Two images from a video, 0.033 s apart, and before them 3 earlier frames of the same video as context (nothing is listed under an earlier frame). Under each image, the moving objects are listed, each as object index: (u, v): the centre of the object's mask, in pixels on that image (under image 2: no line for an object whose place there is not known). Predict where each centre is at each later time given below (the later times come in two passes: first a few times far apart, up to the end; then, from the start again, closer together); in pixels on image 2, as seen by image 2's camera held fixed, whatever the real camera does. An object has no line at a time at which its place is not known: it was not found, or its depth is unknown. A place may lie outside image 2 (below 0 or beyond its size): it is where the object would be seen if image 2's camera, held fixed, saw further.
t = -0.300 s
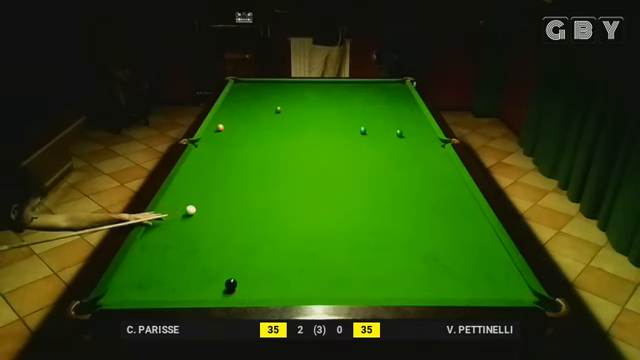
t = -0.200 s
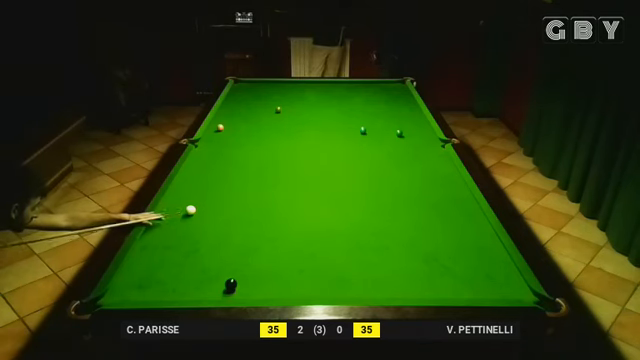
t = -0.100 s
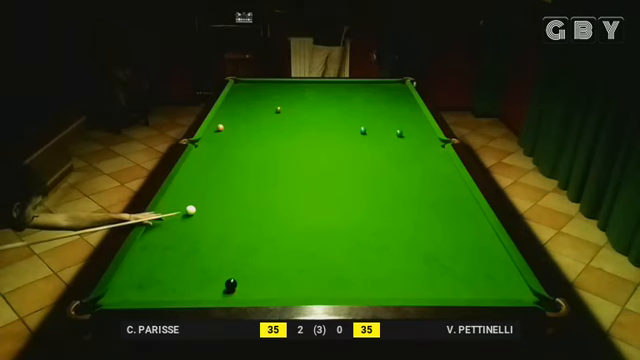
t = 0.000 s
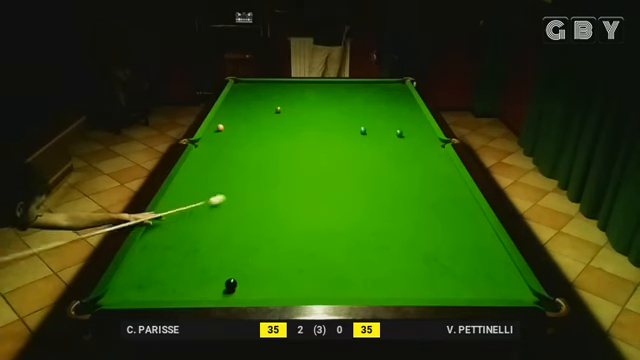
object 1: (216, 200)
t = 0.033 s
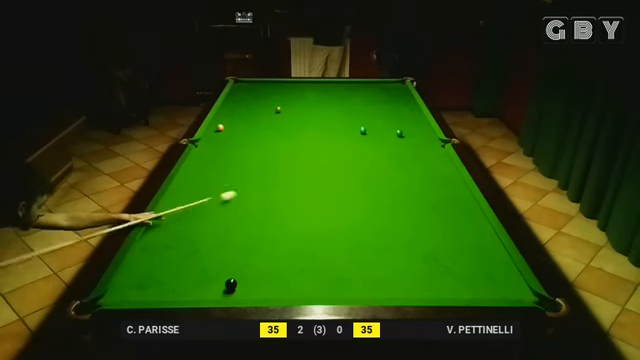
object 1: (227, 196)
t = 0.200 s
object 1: (274, 179)
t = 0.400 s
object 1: (317, 163)
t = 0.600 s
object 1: (355, 148)
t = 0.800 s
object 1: (387, 136)
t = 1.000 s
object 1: (393, 132)
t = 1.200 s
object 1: (397, 128)
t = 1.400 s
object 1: (401, 124)
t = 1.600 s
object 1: (405, 121)
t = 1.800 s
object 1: (408, 118)
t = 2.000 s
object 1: (411, 115)
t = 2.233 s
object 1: (414, 112)
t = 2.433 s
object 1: (416, 110)
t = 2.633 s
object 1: (417, 108)
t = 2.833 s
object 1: (414, 107)
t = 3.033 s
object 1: (412, 105)
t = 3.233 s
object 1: (410, 104)
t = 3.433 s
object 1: (408, 103)
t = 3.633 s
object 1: (406, 101)
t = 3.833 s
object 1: (404, 101)
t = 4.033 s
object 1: (403, 100)
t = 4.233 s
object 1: (402, 99)
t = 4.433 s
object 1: (401, 99)
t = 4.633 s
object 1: (400, 99)
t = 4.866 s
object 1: (399, 98)
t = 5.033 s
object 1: (399, 98)
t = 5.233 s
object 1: (398, 98)
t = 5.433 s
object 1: (398, 98)
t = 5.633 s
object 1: (398, 98)
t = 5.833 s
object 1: (398, 98)
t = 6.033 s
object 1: (398, 98)
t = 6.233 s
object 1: (398, 98)
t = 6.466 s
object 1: (398, 98)
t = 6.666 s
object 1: (398, 98)
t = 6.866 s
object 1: (398, 98)
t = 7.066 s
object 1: (398, 98)
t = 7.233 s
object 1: (398, 98)
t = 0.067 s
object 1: (238, 192)
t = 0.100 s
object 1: (248, 188)
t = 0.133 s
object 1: (257, 185)
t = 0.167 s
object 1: (266, 182)
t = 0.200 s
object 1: (274, 179)
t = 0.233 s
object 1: (282, 176)
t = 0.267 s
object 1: (289, 173)
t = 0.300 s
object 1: (297, 170)
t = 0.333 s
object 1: (304, 167)
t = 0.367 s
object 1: (311, 165)
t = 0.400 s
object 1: (317, 163)
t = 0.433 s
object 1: (324, 160)
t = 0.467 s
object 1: (331, 158)
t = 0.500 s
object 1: (337, 155)
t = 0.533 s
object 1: (343, 153)
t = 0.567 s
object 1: (349, 151)
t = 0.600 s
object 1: (355, 148)
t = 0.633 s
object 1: (361, 146)
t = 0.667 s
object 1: (366, 144)
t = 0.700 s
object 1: (372, 142)
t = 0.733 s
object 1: (377, 140)
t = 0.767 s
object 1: (382, 138)
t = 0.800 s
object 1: (387, 136)
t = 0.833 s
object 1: (392, 134)
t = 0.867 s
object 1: (393, 134)
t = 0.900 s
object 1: (393, 134)
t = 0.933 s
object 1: (393, 133)
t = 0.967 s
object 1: (393, 132)
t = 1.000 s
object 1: (393, 132)
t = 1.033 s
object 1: (394, 131)
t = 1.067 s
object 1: (395, 131)
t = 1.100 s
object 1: (395, 130)
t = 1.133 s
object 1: (396, 129)
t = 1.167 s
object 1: (397, 129)
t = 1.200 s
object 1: (397, 128)
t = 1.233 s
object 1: (398, 127)
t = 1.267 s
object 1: (399, 127)
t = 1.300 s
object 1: (399, 126)
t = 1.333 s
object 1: (400, 125)
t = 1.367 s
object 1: (401, 125)
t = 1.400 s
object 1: (401, 124)
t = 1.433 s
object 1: (402, 124)
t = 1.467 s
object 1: (402, 123)
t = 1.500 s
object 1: (403, 123)
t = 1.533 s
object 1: (403, 122)
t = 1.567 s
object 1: (404, 121)
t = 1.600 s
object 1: (405, 121)
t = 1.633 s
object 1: (405, 120)
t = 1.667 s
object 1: (406, 120)
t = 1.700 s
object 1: (406, 119)
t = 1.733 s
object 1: (407, 119)
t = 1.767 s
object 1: (407, 118)
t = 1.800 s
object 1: (408, 118)
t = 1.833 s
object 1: (408, 117)
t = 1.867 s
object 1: (409, 117)
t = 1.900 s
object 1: (409, 117)
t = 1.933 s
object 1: (410, 116)
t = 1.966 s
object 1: (410, 116)
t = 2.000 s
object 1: (411, 115)
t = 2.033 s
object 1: (411, 115)
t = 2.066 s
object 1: (411, 114)
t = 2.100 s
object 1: (412, 114)
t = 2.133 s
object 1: (412, 114)
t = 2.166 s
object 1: (413, 113)
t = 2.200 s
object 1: (413, 112)
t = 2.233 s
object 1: (414, 112)
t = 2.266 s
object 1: (414, 112)
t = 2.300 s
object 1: (414, 111)
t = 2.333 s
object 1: (415, 111)
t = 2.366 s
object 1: (415, 111)
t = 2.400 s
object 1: (415, 110)
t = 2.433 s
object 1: (416, 110)
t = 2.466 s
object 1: (416, 109)
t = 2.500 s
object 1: (417, 109)
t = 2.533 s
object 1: (417, 109)
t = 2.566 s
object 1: (417, 109)
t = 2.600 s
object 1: (417, 108)
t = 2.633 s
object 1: (417, 108)
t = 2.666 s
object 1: (416, 108)
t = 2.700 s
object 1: (416, 108)
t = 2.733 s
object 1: (415, 107)
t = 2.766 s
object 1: (415, 107)
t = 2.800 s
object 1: (414, 107)
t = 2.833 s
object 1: (414, 107)
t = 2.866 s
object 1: (414, 106)
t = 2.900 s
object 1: (413, 106)
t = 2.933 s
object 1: (413, 106)
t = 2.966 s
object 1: (412, 105)
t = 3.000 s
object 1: (412, 105)
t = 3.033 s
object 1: (412, 105)
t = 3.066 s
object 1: (411, 105)
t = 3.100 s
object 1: (411, 105)
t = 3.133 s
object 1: (411, 104)
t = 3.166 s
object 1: (410, 104)
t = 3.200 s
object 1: (410, 104)
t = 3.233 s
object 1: (410, 104)
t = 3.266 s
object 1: (409, 103)
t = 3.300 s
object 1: (409, 103)
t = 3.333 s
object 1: (408, 103)
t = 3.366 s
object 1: (408, 103)
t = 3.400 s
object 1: (408, 103)
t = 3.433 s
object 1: (408, 103)
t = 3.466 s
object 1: (407, 103)
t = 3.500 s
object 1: (407, 102)
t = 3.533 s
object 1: (406, 102)
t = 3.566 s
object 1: (406, 102)
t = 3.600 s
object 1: (406, 102)
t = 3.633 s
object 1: (406, 101)
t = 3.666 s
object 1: (406, 101)
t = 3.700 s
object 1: (405, 101)
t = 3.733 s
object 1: (405, 101)
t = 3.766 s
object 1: (405, 101)
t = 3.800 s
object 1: (405, 101)
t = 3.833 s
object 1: (404, 101)
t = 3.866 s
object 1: (404, 101)
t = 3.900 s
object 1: (404, 100)
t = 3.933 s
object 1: (404, 100)
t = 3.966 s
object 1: (403, 100)
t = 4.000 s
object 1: (403, 100)
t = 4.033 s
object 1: (403, 100)
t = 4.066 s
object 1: (402, 100)
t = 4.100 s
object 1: (402, 100)
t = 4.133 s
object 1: (402, 100)
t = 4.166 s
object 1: (402, 100)
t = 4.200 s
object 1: (402, 99)
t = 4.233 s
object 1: (402, 99)
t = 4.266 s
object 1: (402, 99)
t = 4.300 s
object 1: (401, 99)
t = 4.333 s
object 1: (401, 99)
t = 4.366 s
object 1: (401, 99)
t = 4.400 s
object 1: (401, 99)
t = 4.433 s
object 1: (401, 99)
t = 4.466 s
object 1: (401, 99)
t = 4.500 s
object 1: (400, 99)
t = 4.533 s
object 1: (400, 99)
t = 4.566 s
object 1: (400, 99)
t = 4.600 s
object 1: (400, 99)
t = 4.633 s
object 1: (400, 99)
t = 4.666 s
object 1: (400, 99)
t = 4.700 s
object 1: (399, 98)
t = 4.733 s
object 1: (399, 98)
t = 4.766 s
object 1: (399, 98)
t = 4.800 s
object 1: (399, 98)
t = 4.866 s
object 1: (399, 98)
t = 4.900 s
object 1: (399, 98)
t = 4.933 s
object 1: (399, 98)
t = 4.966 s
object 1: (399, 98)
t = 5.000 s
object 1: (399, 98)
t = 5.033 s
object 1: (399, 98)
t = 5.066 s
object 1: (399, 98)
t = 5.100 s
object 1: (399, 98)
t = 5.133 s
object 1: (398, 98)
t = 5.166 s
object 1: (398, 98)
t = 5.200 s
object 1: (398, 98)
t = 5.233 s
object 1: (398, 98)
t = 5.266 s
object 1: (398, 98)
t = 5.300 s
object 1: (398, 98)
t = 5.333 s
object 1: (398, 98)
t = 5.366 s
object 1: (398, 98)
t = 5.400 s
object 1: (398, 98)
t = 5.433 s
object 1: (398, 98)
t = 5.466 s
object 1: (398, 98)
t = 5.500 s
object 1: (398, 98)
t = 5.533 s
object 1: (398, 98)
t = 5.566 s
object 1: (398, 98)
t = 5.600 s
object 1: (398, 98)
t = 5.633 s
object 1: (398, 98)
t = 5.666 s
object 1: (398, 98)
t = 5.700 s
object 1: (398, 98)
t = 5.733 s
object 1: (398, 98)
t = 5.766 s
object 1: (398, 98)
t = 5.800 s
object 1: (398, 98)
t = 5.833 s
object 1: (398, 98)
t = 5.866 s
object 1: (398, 98)
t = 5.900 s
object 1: (398, 98)
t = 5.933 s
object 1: (398, 98)
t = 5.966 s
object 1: (398, 98)
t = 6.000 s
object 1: (398, 98)
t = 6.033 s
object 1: (398, 98)
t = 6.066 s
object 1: (398, 98)
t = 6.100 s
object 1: (398, 98)
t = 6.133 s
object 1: (398, 98)
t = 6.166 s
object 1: (398, 98)
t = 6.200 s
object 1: (398, 98)
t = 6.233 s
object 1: (398, 98)
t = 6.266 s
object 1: (398, 98)
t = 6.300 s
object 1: (398, 98)
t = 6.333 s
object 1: (398, 98)
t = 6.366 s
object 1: (398, 98)
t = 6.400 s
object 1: (398, 98)
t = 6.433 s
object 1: (398, 98)
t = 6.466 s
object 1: (398, 98)
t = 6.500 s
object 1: (398, 98)
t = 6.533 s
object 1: (398, 98)
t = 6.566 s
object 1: (398, 98)
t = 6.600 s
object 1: (398, 98)
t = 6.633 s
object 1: (398, 98)
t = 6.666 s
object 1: (398, 98)
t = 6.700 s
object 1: (398, 98)
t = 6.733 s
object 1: (398, 98)
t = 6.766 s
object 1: (398, 98)
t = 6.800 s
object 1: (398, 98)
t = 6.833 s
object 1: (398, 98)
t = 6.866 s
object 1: (398, 98)
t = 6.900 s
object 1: (398, 98)
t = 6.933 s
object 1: (398, 98)
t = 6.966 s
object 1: (398, 98)
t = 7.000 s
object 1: (398, 98)
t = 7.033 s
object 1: (398, 98)
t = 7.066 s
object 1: (398, 98)
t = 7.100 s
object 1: (398, 98)
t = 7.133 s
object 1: (398, 98)
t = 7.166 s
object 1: (398, 98)
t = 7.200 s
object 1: (398, 98)
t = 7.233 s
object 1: (398, 98)
